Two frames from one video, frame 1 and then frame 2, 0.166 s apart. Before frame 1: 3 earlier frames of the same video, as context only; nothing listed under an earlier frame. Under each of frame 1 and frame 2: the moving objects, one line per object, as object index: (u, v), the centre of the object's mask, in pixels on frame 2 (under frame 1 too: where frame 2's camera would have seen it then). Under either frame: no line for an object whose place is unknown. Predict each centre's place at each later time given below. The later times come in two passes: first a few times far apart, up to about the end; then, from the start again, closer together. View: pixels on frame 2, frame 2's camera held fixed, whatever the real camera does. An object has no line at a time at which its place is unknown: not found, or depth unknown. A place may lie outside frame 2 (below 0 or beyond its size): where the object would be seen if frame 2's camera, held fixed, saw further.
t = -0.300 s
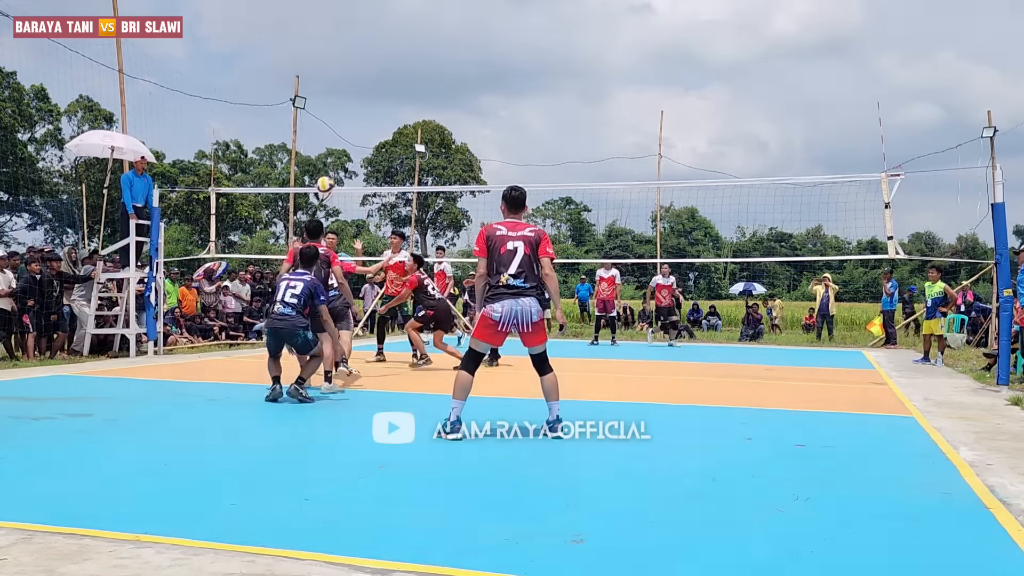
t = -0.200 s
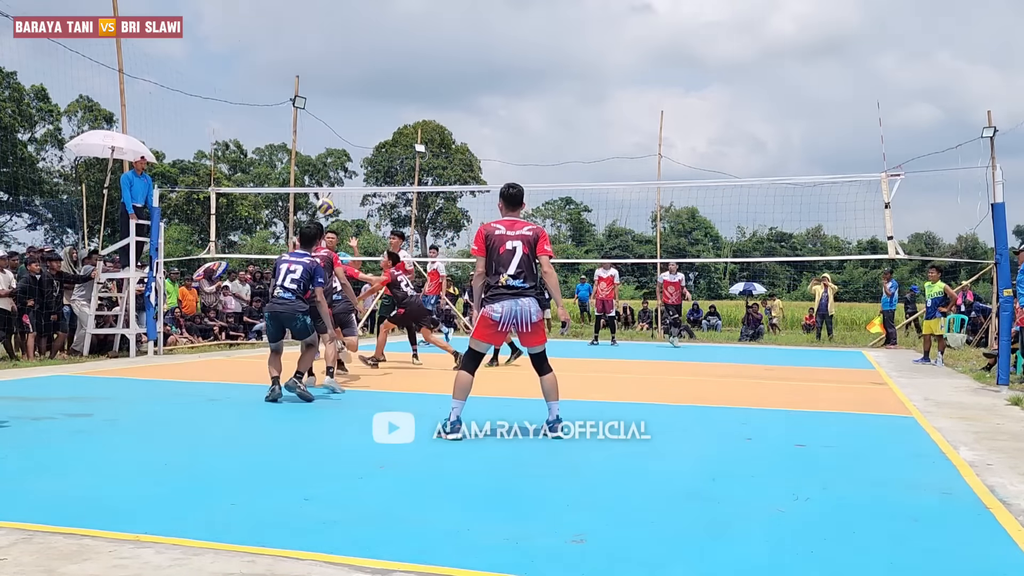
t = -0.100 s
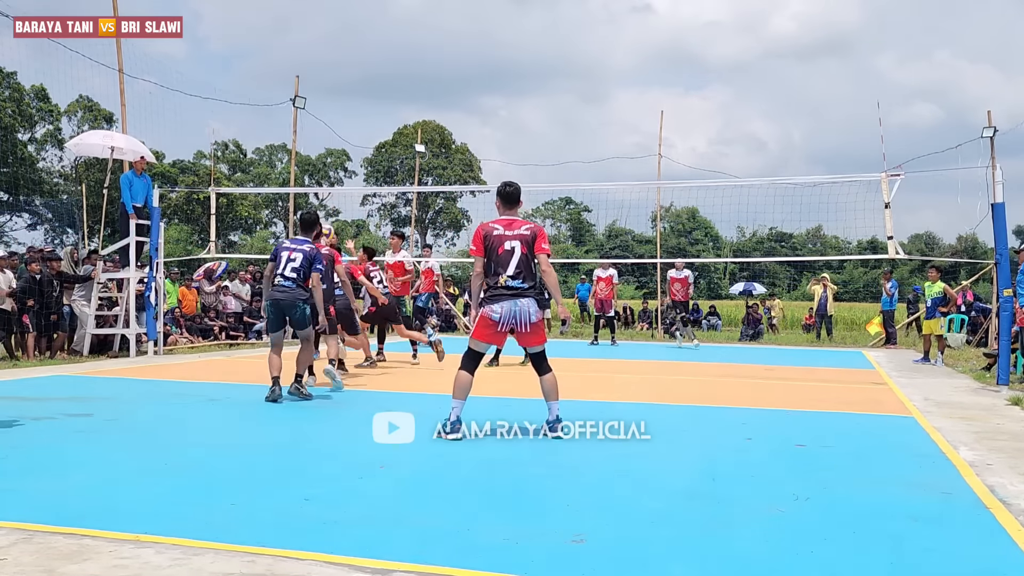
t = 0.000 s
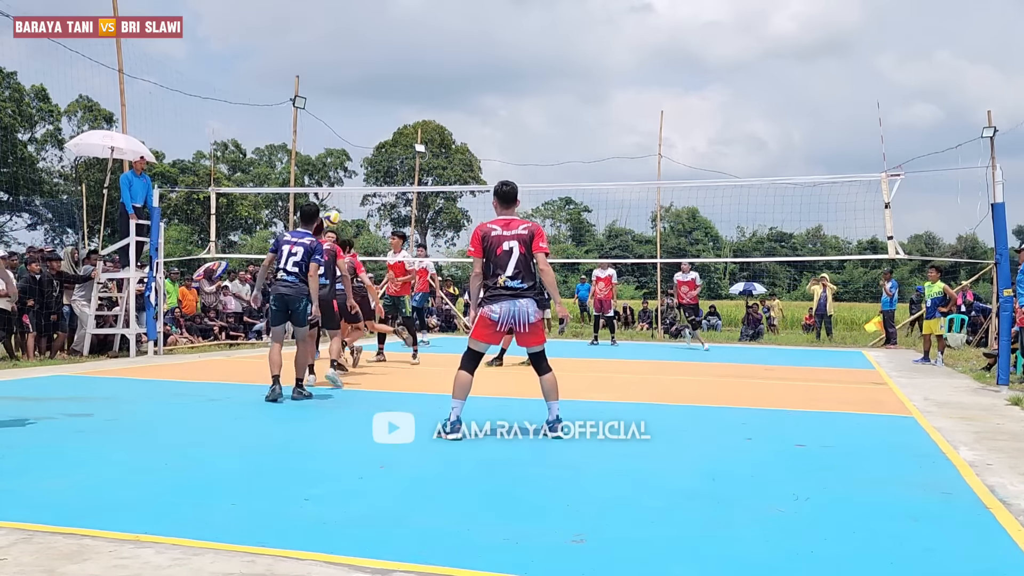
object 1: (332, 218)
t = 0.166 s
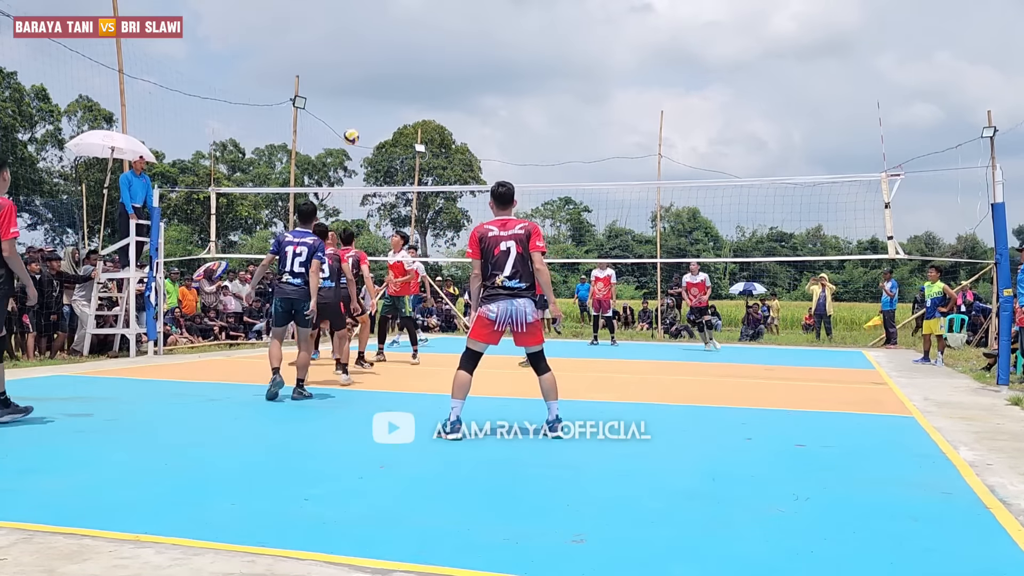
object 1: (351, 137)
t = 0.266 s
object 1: (362, 98)
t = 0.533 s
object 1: (393, 32)
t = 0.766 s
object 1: (420, 16)
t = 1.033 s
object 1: (450, 46)
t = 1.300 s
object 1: (480, 126)
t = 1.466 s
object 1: (498, 202)
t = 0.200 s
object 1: (355, 123)
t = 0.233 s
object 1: (359, 111)
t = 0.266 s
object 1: (362, 98)
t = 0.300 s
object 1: (366, 87)
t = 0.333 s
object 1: (370, 77)
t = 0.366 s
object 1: (374, 67)
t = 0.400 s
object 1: (377, 59)
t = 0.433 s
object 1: (381, 51)
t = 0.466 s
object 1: (385, 43)
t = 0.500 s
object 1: (389, 37)
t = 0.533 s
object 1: (393, 32)
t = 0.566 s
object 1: (396, 27)
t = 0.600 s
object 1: (400, 23)
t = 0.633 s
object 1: (404, 20)
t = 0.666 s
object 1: (408, 18)
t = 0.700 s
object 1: (412, 16)
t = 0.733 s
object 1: (416, 15)
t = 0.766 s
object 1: (420, 16)
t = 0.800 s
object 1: (423, 17)
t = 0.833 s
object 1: (427, 18)
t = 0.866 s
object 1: (431, 21)
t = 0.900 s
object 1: (435, 24)
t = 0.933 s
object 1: (439, 28)
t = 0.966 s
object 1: (442, 33)
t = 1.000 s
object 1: (446, 39)
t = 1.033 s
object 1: (450, 46)
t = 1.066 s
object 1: (454, 53)
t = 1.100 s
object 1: (457, 61)
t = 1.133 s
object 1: (461, 70)
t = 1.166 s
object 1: (465, 80)
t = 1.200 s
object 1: (469, 90)
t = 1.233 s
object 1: (472, 101)
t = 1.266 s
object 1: (476, 113)
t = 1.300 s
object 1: (480, 126)
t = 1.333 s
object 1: (483, 140)
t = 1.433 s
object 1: (496, 195)
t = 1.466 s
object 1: (498, 202)
